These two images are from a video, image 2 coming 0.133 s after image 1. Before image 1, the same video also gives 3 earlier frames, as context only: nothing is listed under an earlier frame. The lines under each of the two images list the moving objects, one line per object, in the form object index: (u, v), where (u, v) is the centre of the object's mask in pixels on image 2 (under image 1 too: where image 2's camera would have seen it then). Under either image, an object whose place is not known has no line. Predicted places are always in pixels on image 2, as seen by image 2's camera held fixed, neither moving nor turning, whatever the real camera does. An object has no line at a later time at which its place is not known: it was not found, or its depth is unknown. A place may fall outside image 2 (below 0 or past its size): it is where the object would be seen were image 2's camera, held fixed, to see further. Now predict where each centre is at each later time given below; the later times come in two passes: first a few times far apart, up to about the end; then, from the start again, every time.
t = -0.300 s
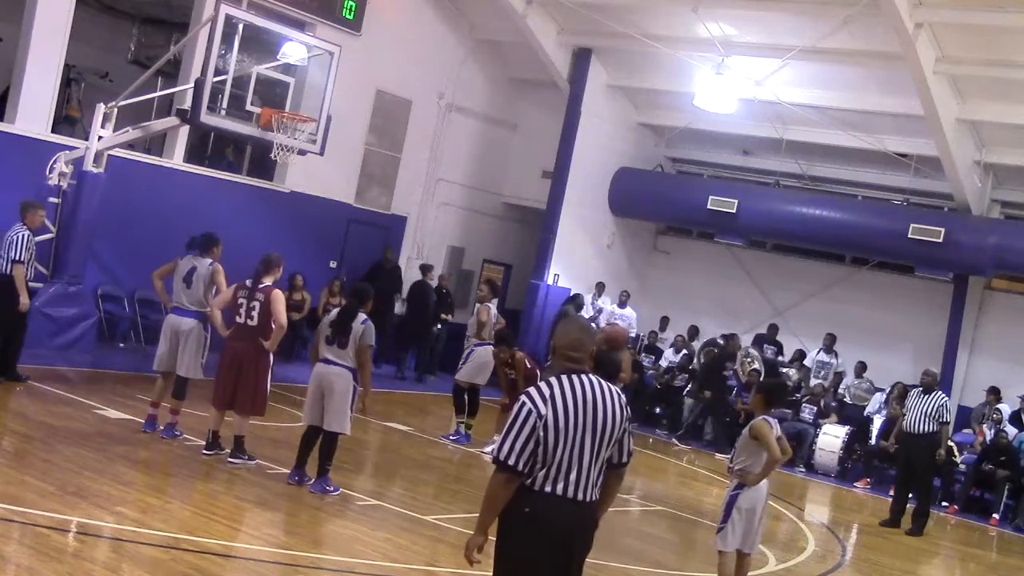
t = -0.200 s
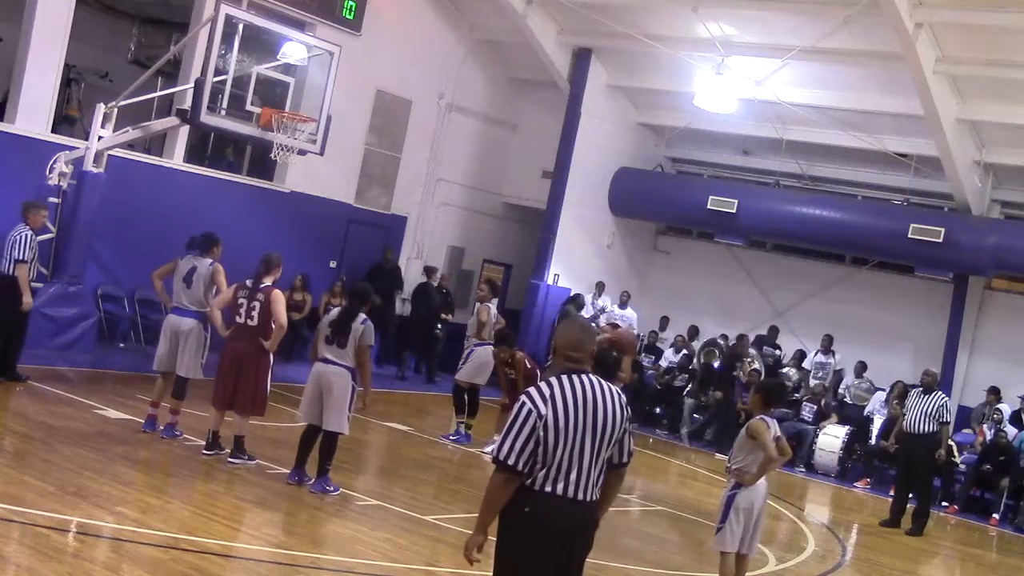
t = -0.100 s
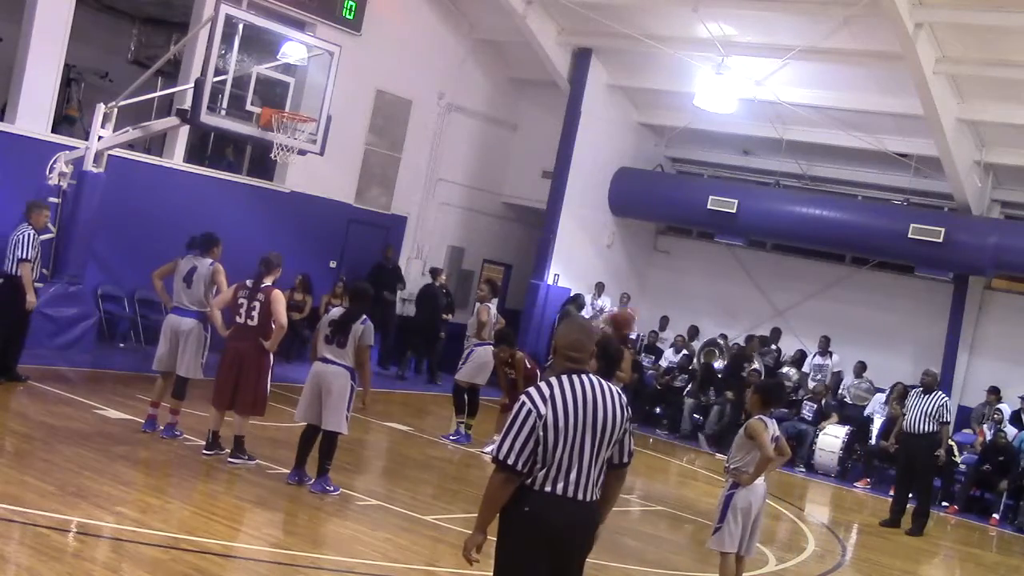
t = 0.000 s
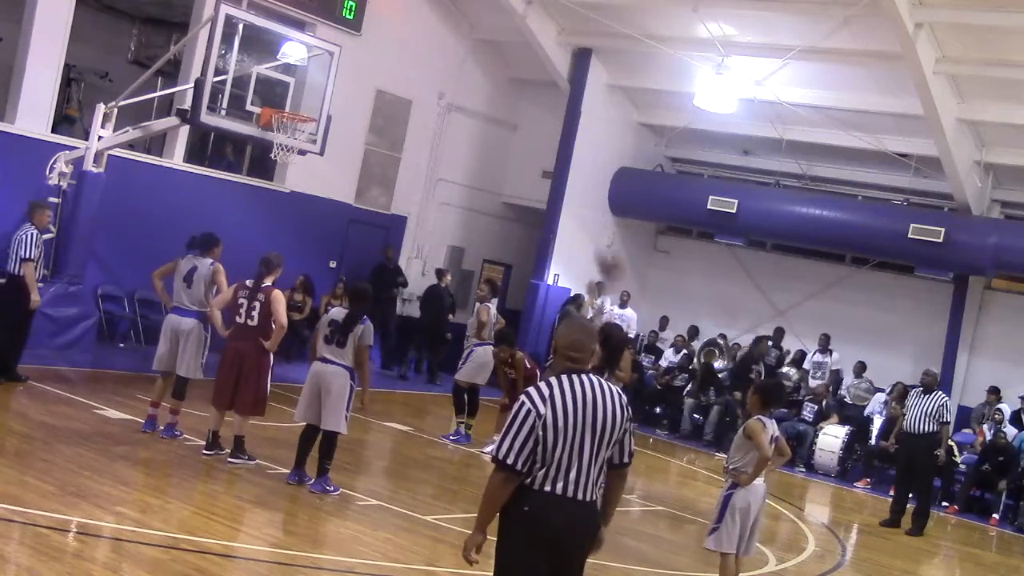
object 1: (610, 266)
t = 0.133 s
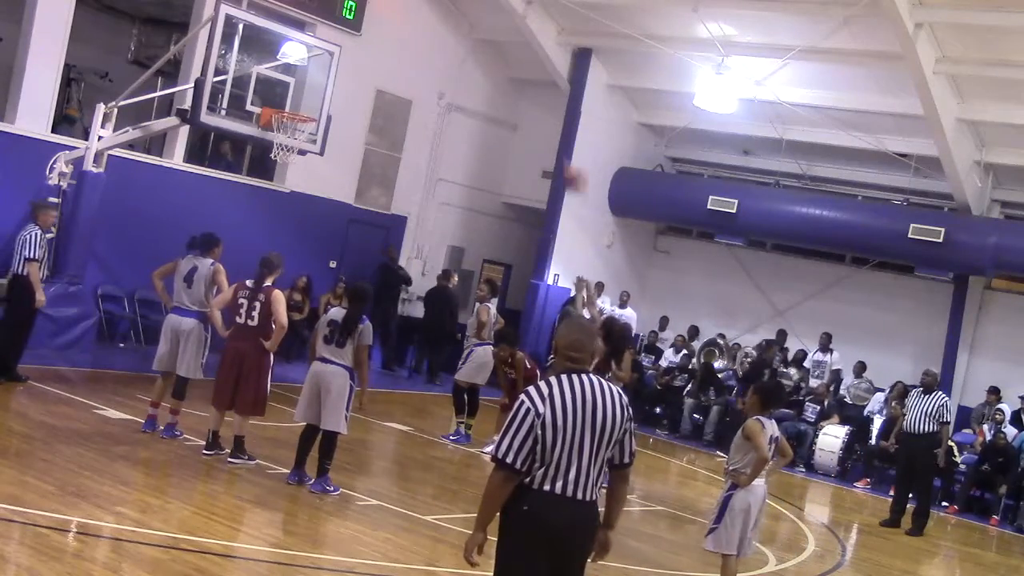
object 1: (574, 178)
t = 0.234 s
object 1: (542, 130)
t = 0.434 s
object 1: (484, 69)
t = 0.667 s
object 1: (409, 55)
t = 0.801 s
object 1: (365, 69)
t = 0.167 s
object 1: (561, 156)
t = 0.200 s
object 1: (552, 142)
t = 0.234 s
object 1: (542, 130)
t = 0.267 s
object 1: (532, 114)
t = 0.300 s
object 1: (523, 102)
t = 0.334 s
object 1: (512, 93)
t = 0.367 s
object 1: (502, 83)
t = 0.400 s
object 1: (494, 75)
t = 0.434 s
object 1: (484, 69)
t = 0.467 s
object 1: (472, 63)
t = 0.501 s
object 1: (463, 59)
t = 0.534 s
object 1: (452, 55)
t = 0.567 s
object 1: (441, 54)
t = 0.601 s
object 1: (431, 53)
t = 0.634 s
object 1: (420, 53)
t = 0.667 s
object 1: (409, 55)
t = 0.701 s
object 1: (398, 57)
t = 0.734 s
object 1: (387, 60)
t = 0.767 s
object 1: (377, 64)
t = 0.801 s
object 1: (365, 69)
